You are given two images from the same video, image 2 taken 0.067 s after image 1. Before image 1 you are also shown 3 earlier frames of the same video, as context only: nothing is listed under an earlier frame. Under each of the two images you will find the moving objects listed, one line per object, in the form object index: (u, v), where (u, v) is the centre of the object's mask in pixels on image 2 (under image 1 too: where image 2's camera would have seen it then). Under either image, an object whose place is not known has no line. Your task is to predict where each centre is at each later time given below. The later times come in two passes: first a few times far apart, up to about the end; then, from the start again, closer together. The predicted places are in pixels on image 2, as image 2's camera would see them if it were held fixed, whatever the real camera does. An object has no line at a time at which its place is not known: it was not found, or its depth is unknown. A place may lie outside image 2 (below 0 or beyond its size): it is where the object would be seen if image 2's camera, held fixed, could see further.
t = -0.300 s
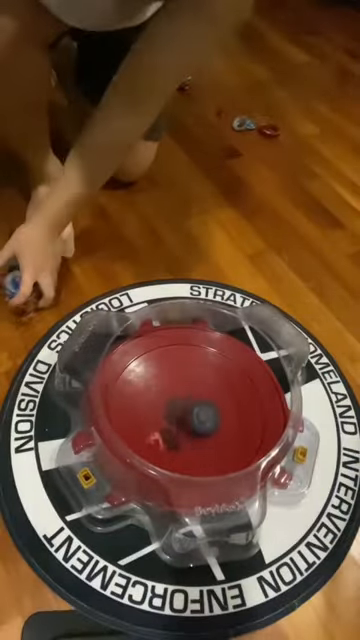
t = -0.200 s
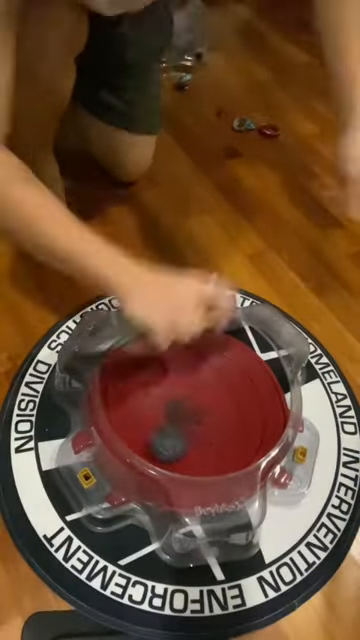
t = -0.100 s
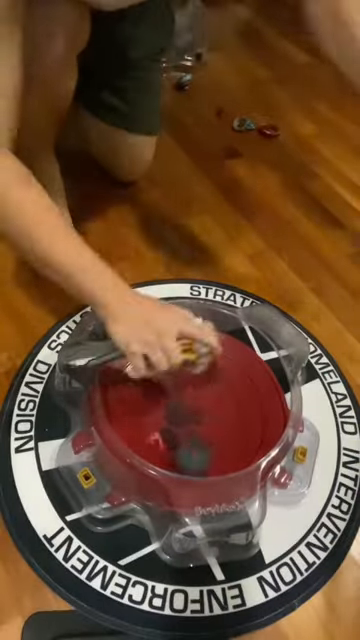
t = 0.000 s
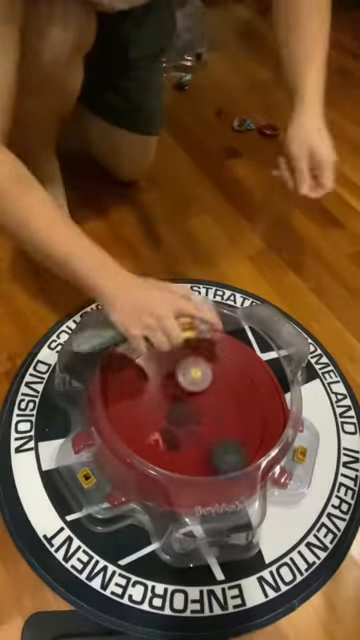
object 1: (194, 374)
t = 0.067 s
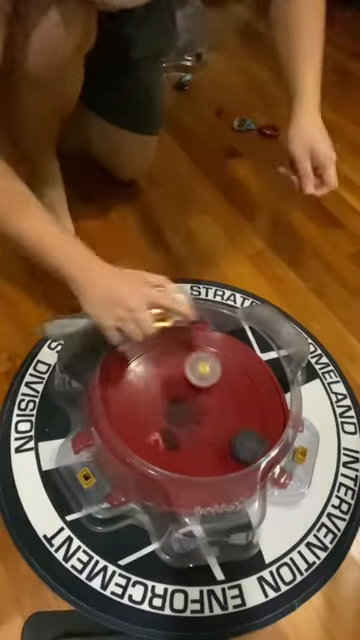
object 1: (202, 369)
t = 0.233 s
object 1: (211, 381)
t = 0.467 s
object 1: (170, 366)
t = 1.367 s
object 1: (171, 340)
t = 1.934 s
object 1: (148, 350)
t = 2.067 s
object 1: (166, 484)
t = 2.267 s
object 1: (201, 400)
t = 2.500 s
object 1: (147, 378)
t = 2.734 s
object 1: (132, 431)
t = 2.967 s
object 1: (165, 432)
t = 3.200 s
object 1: (157, 358)
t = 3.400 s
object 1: (145, 373)
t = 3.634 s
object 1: (155, 417)
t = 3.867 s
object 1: (219, 382)
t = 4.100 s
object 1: (184, 343)
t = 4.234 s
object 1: (136, 360)
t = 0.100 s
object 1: (205, 373)
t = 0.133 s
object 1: (207, 379)
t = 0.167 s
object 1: (209, 378)
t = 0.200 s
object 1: (210, 378)
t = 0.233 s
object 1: (211, 381)
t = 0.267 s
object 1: (211, 382)
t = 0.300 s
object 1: (210, 383)
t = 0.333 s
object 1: (202, 381)
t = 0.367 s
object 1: (193, 377)
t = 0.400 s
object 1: (185, 374)
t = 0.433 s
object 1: (177, 369)
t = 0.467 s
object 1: (170, 366)
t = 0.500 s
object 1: (162, 366)
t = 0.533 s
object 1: (156, 370)
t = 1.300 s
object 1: (205, 341)
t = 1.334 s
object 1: (188, 339)
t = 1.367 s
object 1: (171, 340)
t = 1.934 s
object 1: (148, 350)
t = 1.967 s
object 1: (121, 379)
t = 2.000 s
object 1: (117, 423)
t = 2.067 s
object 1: (166, 484)
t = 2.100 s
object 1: (206, 492)
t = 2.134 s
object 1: (239, 488)
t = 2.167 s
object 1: (231, 472)
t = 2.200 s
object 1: (218, 450)
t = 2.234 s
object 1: (207, 424)
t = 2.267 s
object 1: (201, 400)
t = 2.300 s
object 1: (195, 371)
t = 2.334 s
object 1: (189, 346)
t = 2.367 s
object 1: (180, 332)
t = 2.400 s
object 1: (173, 342)
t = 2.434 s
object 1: (164, 356)
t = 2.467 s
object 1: (156, 367)
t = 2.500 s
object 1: (147, 378)
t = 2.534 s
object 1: (138, 387)
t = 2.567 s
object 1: (125, 388)
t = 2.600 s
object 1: (118, 391)
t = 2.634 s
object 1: (118, 400)
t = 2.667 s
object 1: (119, 410)
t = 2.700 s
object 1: (123, 421)
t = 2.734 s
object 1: (132, 431)
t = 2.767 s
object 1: (146, 439)
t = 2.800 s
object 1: (161, 444)
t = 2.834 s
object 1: (166, 446)
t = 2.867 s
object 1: (162, 446)
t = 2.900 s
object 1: (161, 444)
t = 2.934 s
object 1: (162, 439)
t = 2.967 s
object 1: (165, 432)
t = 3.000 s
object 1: (168, 421)
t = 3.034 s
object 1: (170, 411)
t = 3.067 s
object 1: (169, 398)
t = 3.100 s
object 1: (168, 387)
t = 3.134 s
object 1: (165, 376)
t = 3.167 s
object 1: (162, 367)
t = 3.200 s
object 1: (157, 358)
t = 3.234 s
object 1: (152, 352)
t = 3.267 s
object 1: (148, 349)
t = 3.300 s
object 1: (147, 353)
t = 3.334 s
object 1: (146, 359)
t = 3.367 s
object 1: (147, 367)
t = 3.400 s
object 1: (145, 373)
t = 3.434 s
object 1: (144, 378)
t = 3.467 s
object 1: (142, 382)
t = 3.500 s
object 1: (140, 391)
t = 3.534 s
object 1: (139, 398)
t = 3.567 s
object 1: (141, 406)
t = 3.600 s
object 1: (147, 413)
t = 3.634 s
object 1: (155, 417)
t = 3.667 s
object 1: (165, 419)
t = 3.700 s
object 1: (176, 418)
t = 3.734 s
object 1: (188, 415)
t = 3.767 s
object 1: (198, 409)
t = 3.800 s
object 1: (207, 401)
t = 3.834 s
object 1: (214, 393)
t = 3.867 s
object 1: (219, 382)
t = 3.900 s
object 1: (222, 371)
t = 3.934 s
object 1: (221, 361)
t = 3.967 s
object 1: (219, 351)
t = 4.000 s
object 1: (214, 344)
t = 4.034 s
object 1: (206, 343)
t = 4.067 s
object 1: (195, 343)
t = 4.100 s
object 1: (184, 343)
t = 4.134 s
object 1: (173, 343)
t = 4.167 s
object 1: (161, 345)
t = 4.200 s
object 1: (148, 353)
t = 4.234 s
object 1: (136, 360)
